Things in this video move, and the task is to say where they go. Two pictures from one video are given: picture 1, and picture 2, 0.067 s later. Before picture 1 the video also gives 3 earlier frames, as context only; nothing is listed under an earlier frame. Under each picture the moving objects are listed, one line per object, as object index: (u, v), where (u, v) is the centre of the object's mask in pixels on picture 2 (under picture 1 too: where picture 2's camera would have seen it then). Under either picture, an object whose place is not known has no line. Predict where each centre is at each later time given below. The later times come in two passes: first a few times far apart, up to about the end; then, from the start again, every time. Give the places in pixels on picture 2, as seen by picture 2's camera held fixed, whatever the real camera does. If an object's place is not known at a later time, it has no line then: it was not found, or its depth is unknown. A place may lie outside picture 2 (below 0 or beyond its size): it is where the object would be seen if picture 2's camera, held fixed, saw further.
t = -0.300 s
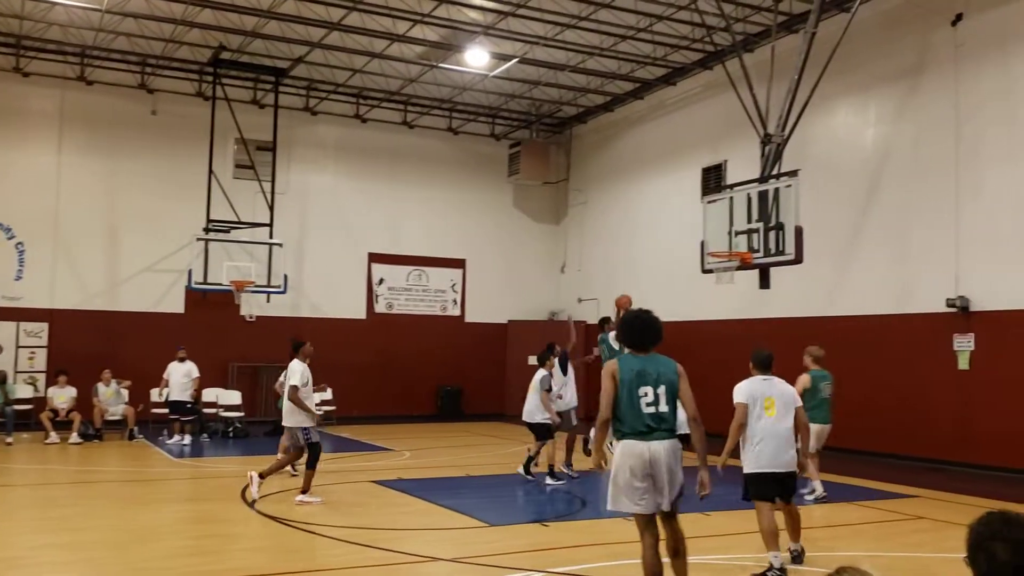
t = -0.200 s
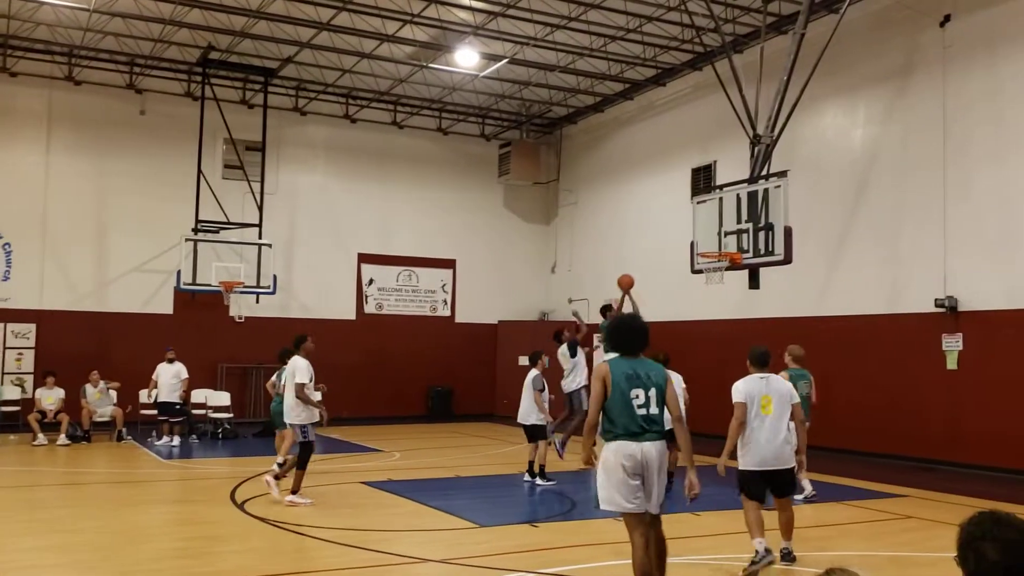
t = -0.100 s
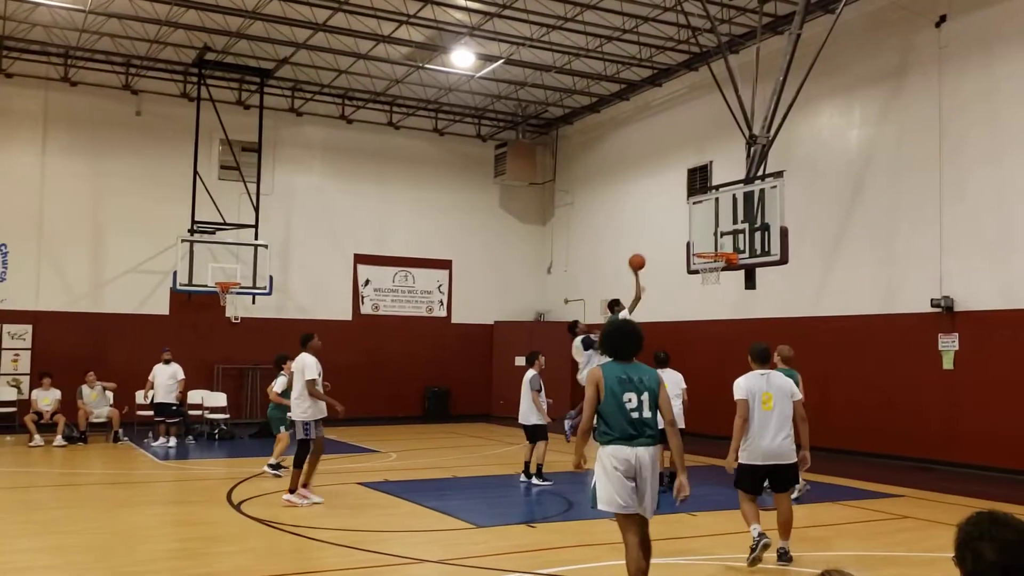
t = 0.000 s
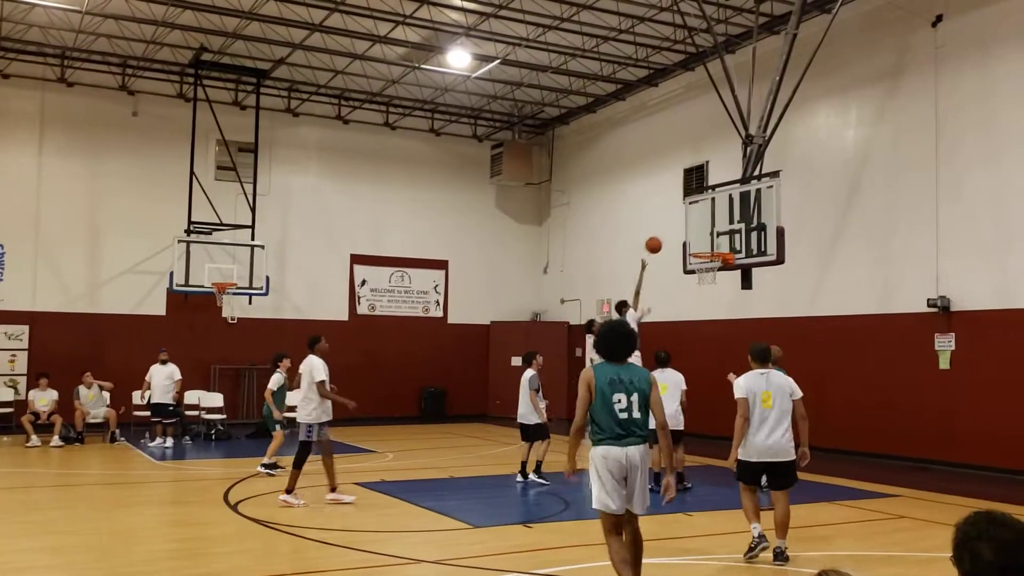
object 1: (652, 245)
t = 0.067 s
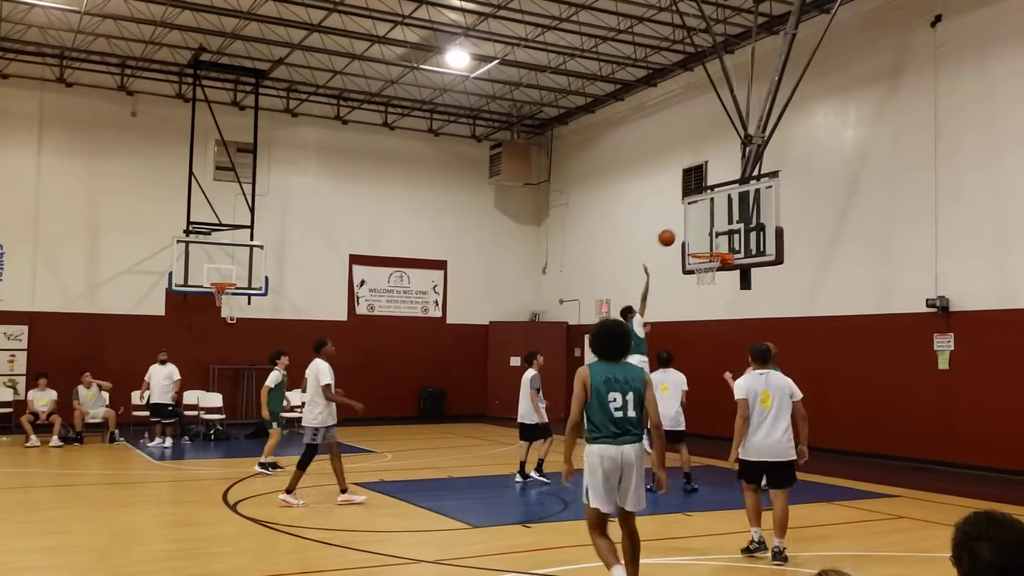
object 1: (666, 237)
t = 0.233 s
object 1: (702, 233)
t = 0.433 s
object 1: (709, 247)
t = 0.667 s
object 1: (697, 276)
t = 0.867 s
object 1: (694, 296)
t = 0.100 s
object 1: (674, 235)
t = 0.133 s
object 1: (681, 233)
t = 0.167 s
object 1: (688, 232)
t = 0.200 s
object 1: (695, 232)
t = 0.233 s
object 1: (702, 233)
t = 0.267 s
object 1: (709, 234)
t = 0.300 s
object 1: (715, 236)
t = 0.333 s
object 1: (716, 238)
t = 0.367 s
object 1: (713, 241)
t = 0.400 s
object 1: (711, 244)
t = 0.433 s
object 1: (709, 247)
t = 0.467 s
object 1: (706, 255)
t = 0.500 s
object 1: (704, 262)
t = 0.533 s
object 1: (702, 266)
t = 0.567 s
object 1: (701, 268)
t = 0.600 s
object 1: (699, 269)
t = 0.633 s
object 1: (698, 270)
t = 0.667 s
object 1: (697, 276)
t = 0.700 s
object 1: (697, 277)
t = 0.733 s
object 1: (696, 278)
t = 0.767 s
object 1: (696, 281)
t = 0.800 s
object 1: (695, 284)
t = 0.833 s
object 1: (695, 290)
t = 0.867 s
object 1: (694, 296)
